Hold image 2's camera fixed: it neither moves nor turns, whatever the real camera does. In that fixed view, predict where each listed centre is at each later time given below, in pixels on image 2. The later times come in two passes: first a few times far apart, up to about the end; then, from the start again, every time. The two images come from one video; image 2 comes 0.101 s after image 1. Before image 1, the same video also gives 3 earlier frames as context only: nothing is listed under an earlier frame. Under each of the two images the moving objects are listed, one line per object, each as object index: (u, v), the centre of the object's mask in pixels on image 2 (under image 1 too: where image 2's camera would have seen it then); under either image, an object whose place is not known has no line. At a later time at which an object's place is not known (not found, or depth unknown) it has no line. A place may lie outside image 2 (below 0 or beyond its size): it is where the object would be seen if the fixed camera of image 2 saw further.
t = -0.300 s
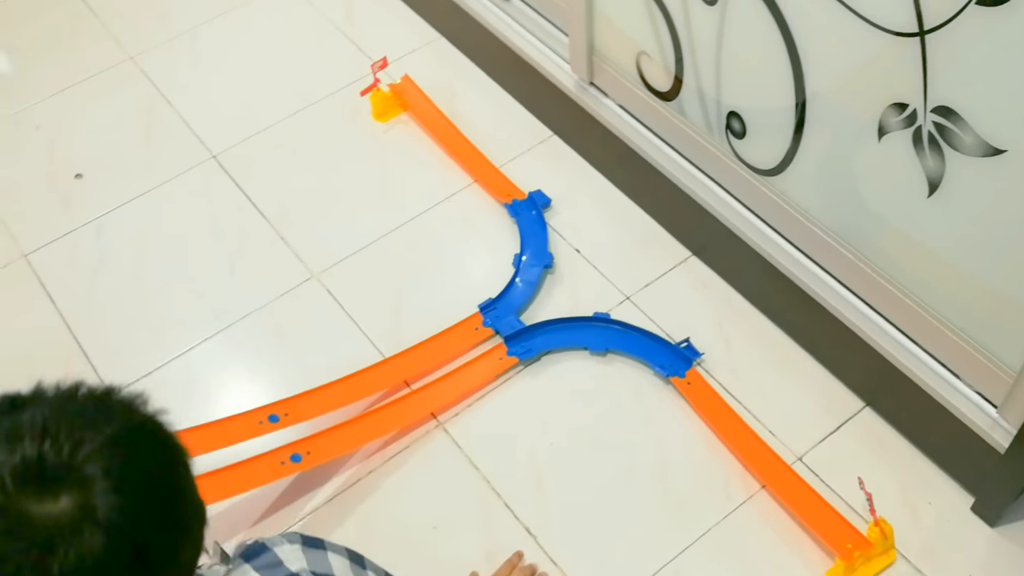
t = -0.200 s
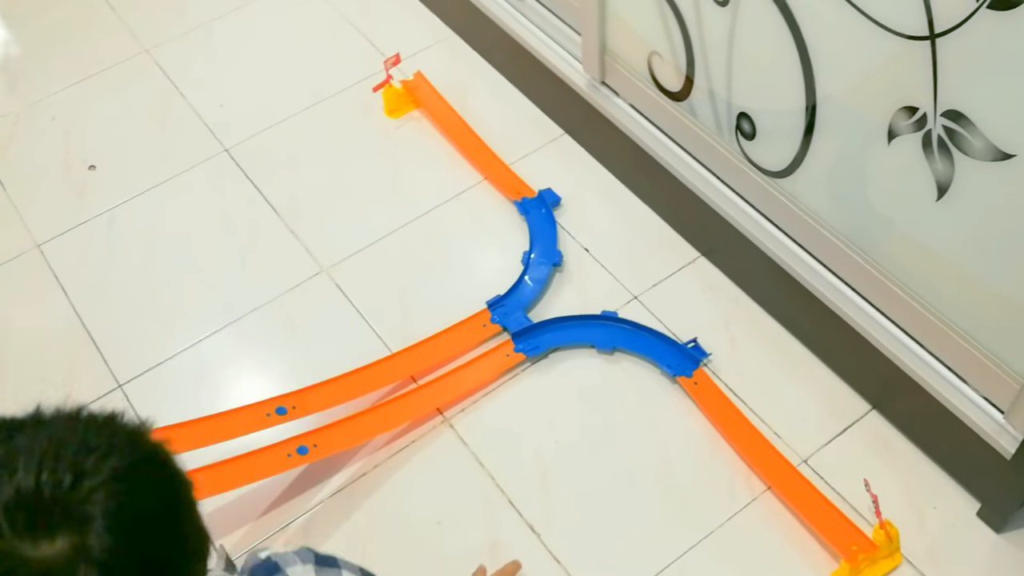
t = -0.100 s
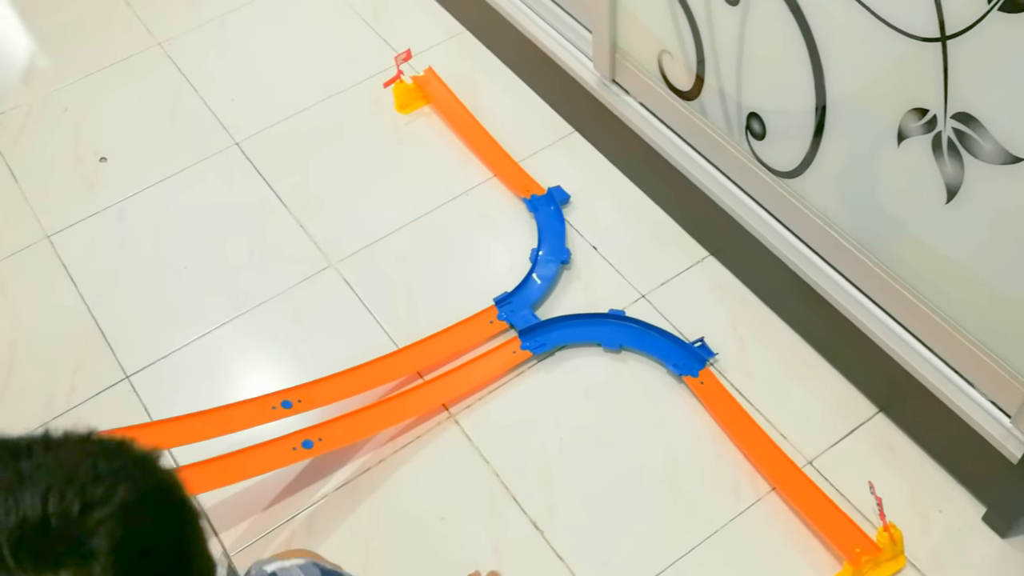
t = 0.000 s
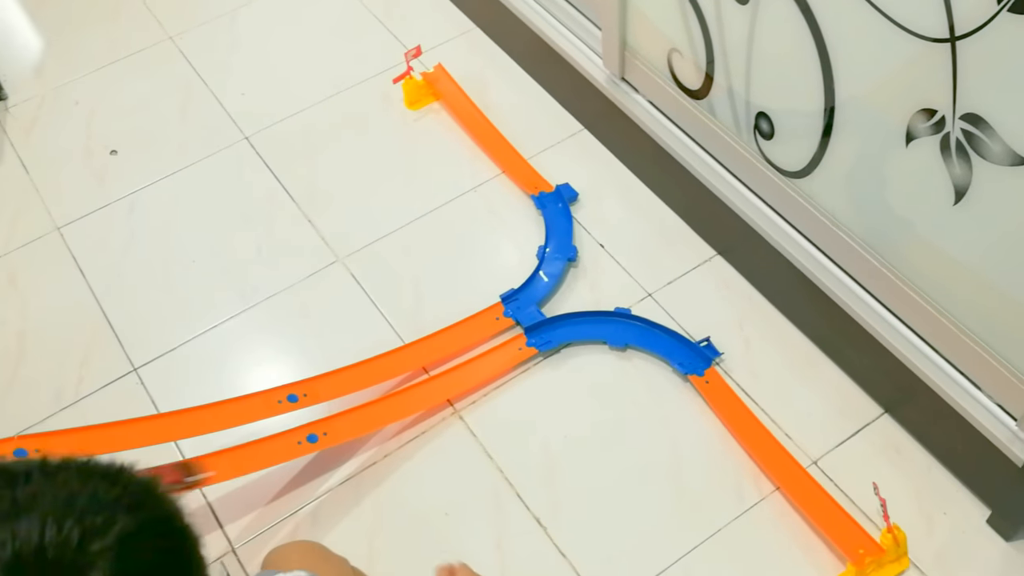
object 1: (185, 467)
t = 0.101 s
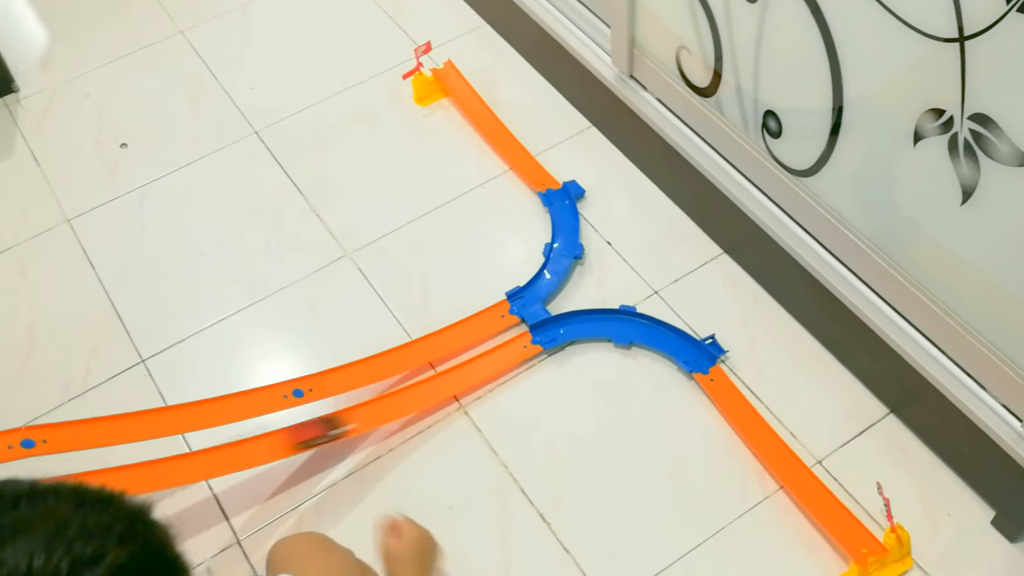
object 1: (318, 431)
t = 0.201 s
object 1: (454, 382)
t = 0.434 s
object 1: (693, 349)
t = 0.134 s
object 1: (363, 417)
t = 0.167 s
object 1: (410, 399)
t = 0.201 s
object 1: (454, 382)
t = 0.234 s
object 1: (496, 361)
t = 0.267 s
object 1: (534, 340)
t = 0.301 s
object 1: (568, 326)
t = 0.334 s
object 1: (607, 321)
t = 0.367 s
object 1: (642, 325)
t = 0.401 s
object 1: (669, 335)
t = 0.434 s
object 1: (693, 349)
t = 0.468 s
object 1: (711, 363)
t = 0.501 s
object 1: (726, 380)
